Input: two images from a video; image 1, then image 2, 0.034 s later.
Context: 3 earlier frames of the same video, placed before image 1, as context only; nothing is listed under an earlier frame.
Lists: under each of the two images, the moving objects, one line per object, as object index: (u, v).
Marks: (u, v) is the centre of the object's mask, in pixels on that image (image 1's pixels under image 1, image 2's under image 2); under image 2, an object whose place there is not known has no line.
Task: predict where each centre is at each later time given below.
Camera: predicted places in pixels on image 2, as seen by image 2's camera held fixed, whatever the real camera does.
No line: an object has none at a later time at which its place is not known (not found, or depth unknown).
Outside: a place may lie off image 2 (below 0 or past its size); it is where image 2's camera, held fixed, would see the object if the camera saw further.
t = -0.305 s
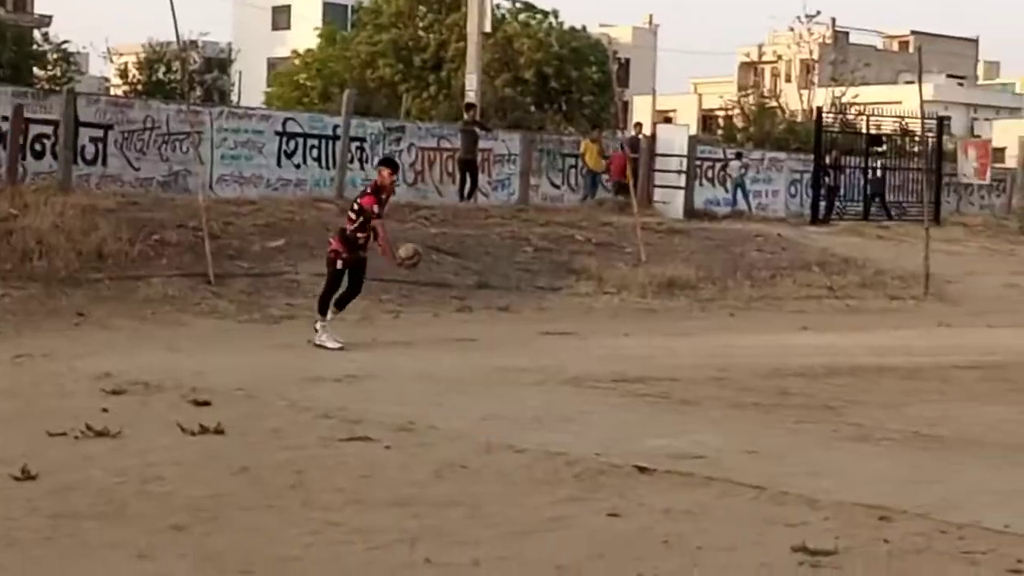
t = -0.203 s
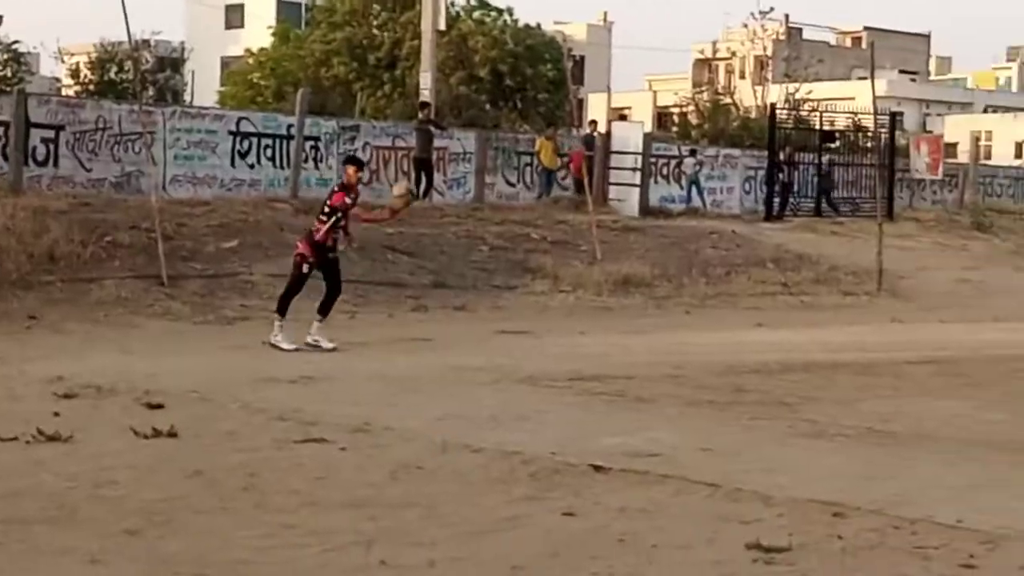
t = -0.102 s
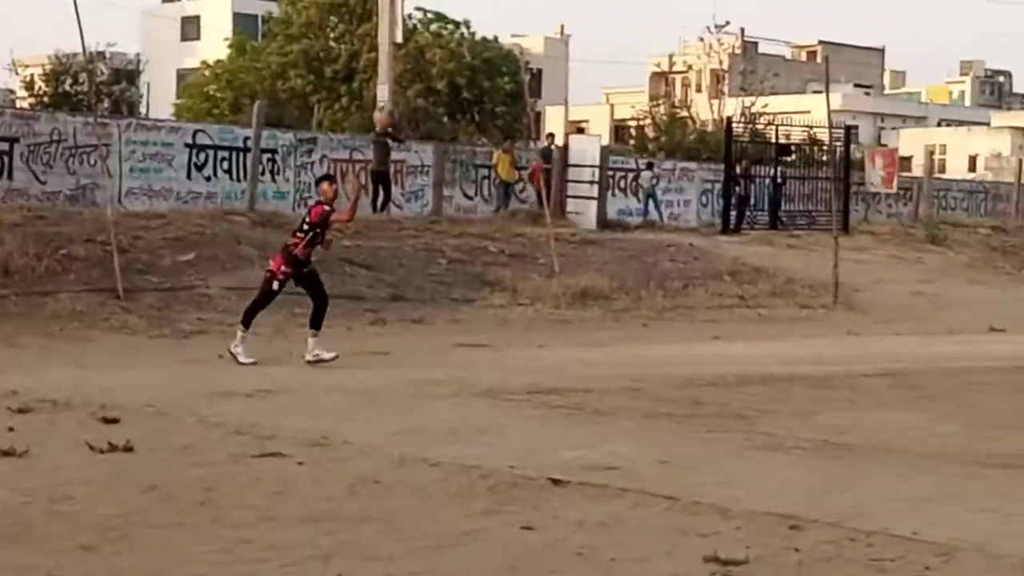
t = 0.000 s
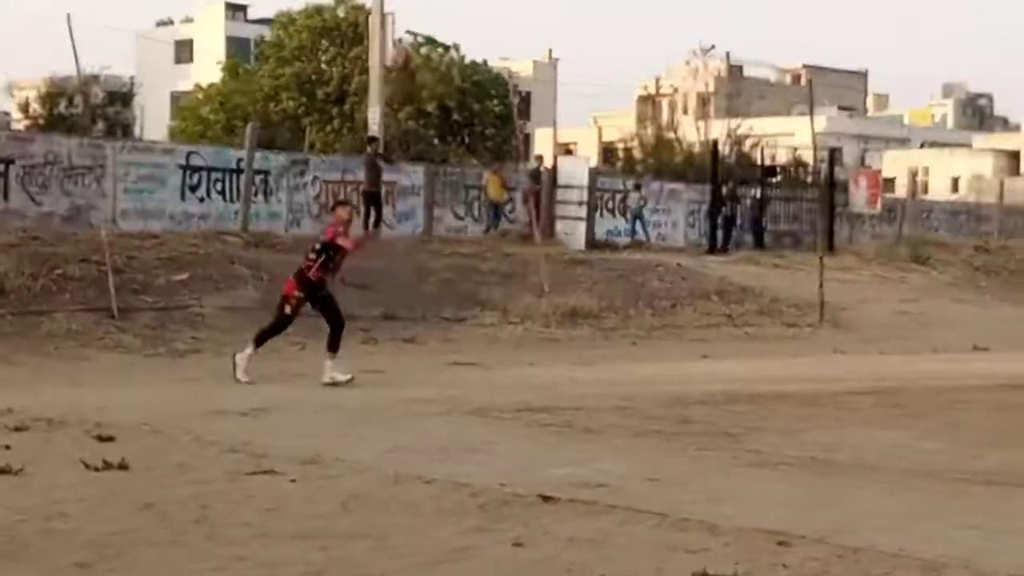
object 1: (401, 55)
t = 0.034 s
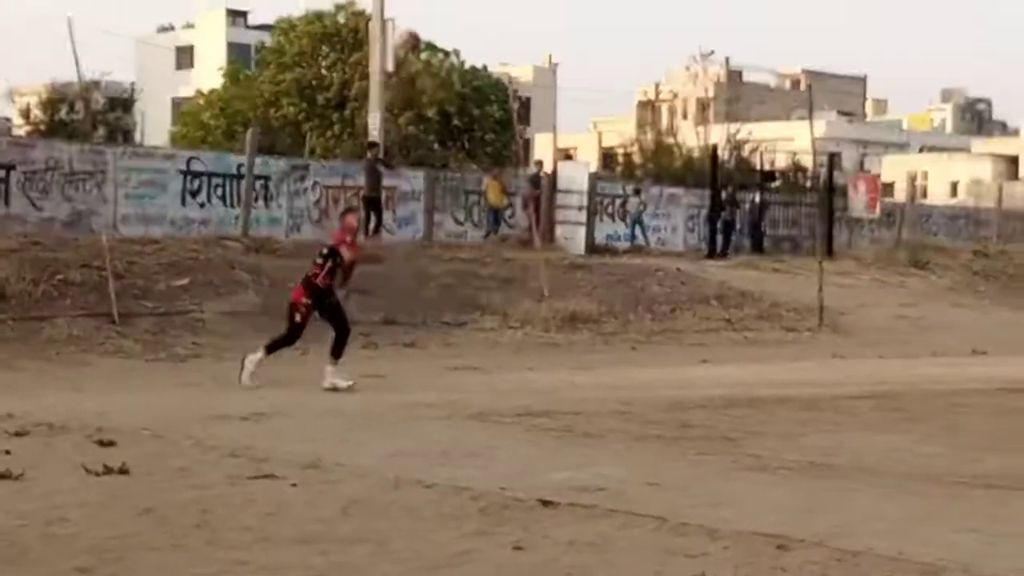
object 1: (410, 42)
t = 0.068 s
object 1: (416, 18)
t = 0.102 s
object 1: (423, -1)
